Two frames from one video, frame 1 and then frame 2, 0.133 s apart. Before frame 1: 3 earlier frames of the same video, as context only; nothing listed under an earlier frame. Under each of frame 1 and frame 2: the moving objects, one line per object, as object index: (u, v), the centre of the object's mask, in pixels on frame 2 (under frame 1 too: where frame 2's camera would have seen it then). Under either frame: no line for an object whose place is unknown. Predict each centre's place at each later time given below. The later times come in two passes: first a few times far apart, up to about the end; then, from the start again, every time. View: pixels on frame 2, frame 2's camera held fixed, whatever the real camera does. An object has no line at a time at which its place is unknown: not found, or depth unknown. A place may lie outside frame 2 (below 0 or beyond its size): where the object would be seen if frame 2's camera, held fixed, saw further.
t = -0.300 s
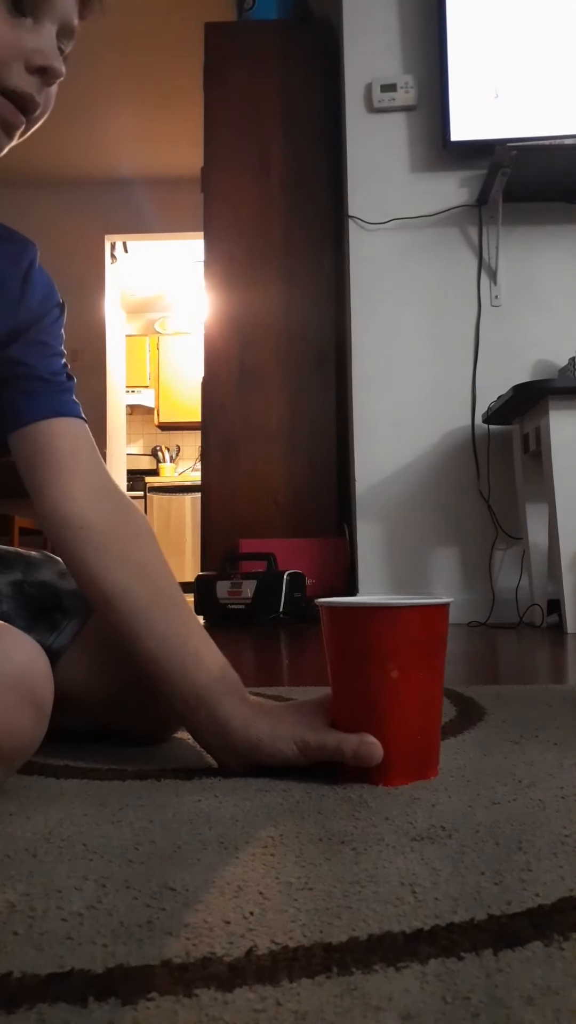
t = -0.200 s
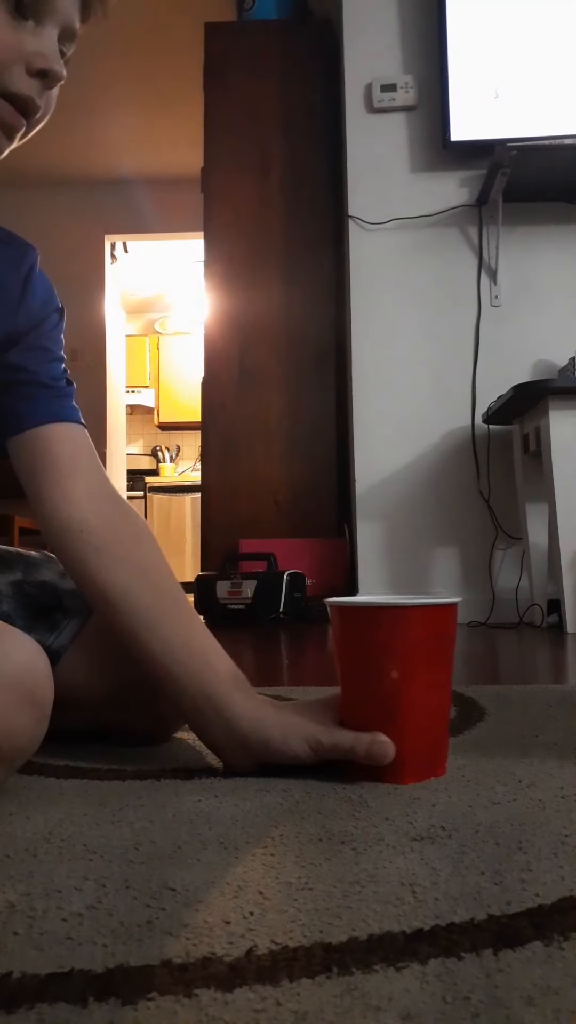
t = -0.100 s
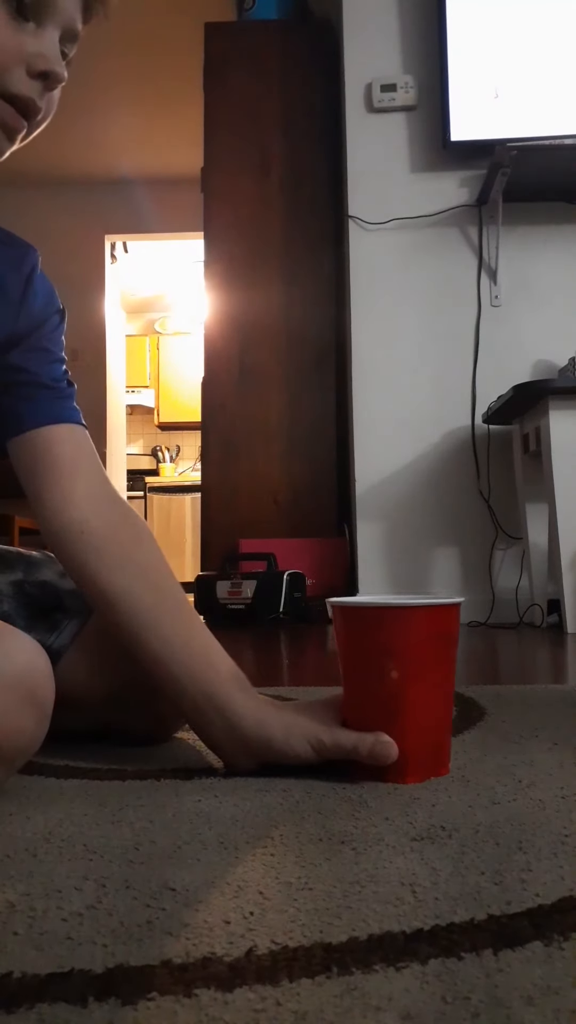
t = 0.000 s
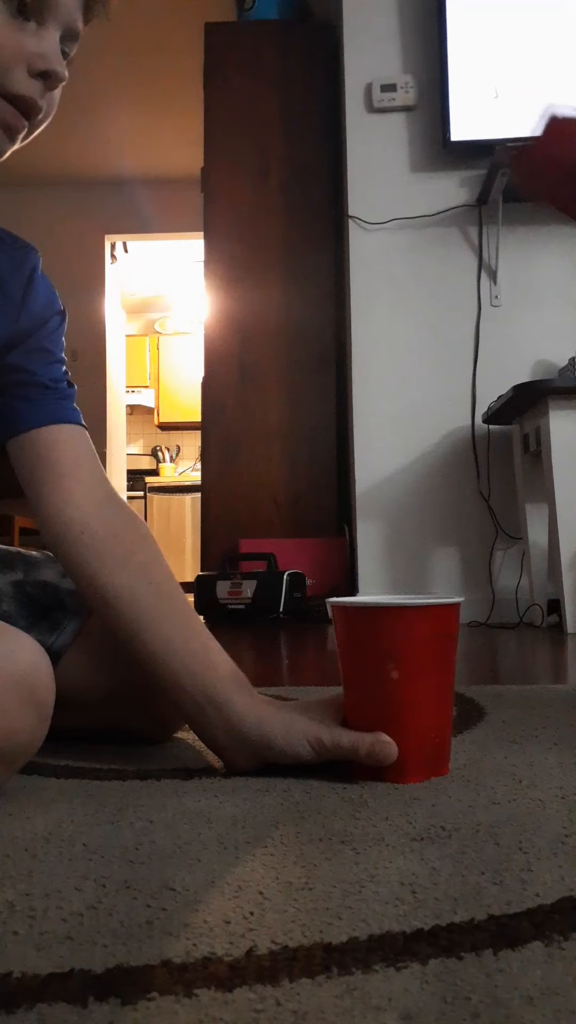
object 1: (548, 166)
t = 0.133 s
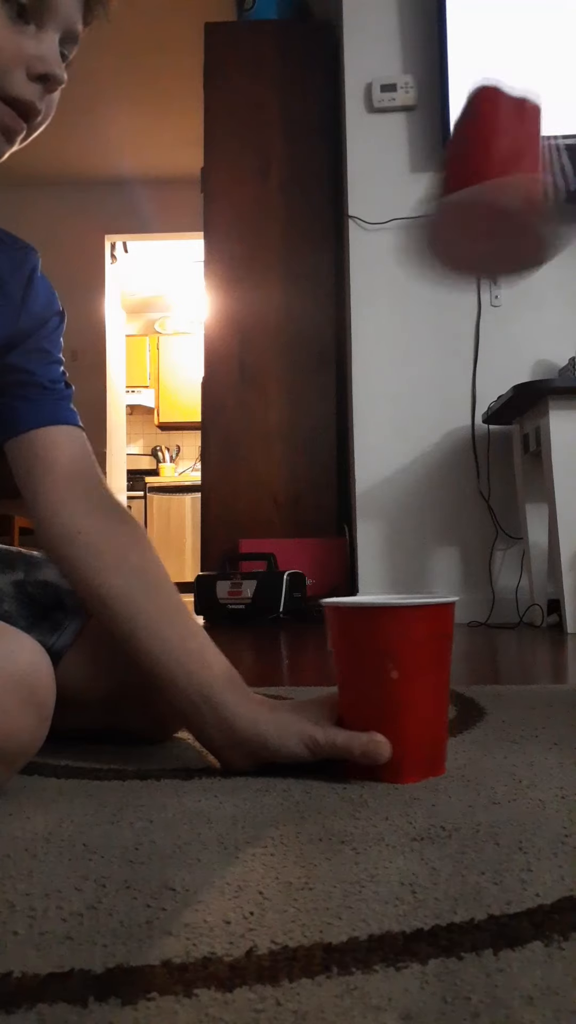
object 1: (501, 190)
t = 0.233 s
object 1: (397, 331)
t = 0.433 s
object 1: (299, 446)
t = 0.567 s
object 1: (240, 527)
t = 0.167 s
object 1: (462, 223)
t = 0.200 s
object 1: (432, 266)
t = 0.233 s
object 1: (397, 331)
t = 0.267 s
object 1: (362, 411)
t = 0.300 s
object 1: (356, 494)
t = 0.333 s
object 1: (333, 522)
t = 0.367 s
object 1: (322, 482)
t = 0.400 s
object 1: (311, 457)
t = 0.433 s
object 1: (299, 446)
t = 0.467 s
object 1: (288, 447)
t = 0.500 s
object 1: (253, 461)
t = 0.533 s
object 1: (248, 483)
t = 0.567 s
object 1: (240, 527)
